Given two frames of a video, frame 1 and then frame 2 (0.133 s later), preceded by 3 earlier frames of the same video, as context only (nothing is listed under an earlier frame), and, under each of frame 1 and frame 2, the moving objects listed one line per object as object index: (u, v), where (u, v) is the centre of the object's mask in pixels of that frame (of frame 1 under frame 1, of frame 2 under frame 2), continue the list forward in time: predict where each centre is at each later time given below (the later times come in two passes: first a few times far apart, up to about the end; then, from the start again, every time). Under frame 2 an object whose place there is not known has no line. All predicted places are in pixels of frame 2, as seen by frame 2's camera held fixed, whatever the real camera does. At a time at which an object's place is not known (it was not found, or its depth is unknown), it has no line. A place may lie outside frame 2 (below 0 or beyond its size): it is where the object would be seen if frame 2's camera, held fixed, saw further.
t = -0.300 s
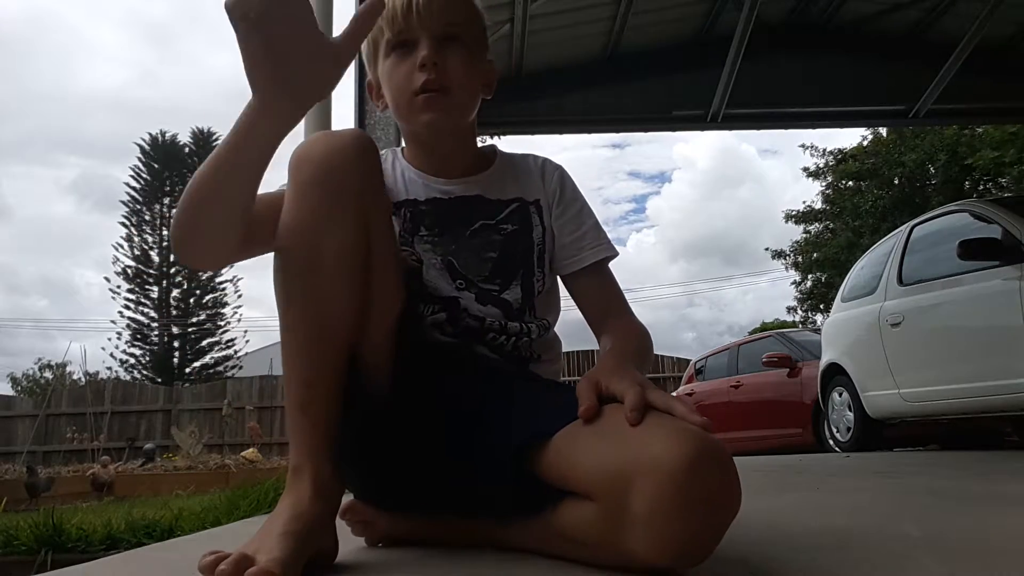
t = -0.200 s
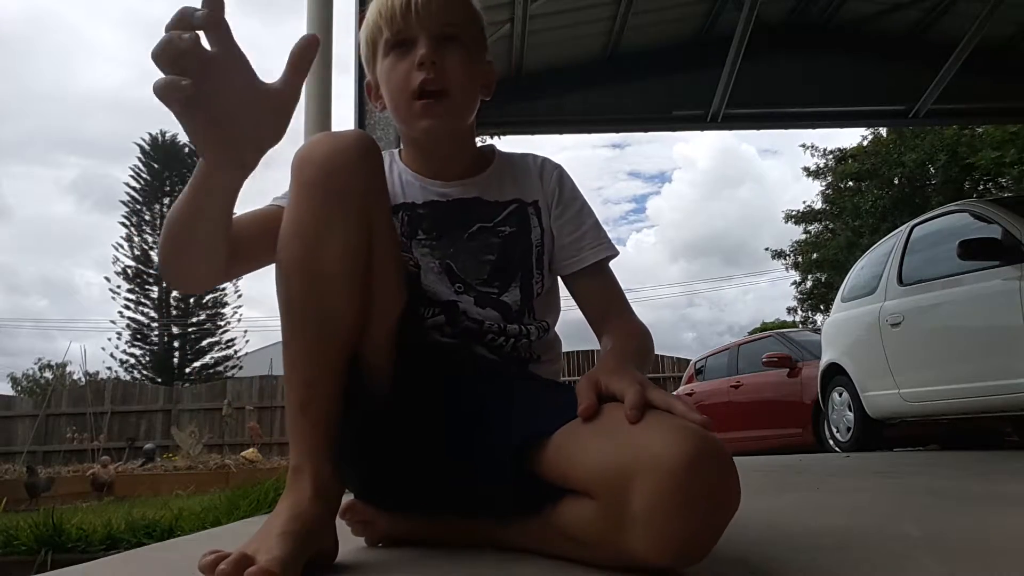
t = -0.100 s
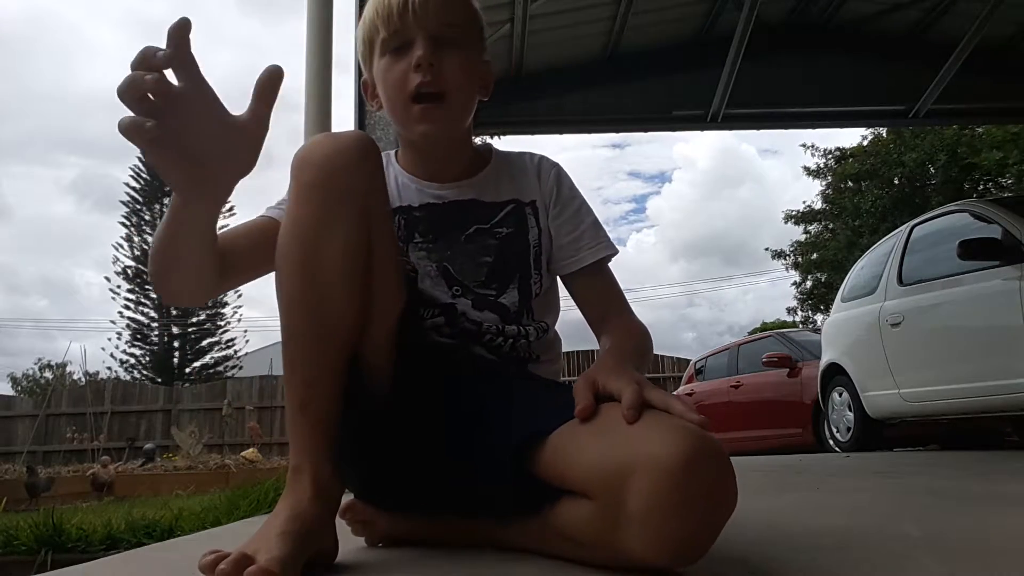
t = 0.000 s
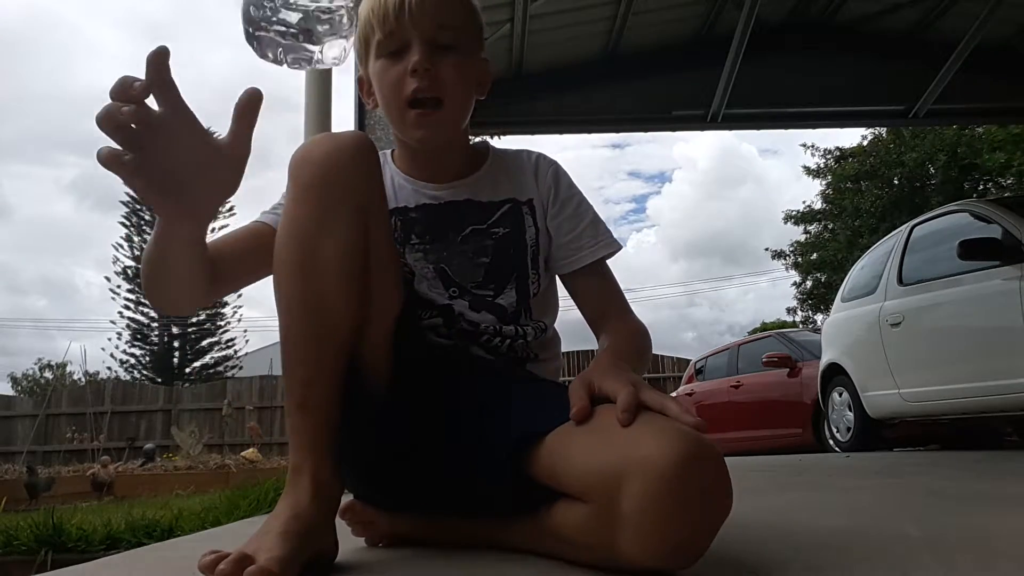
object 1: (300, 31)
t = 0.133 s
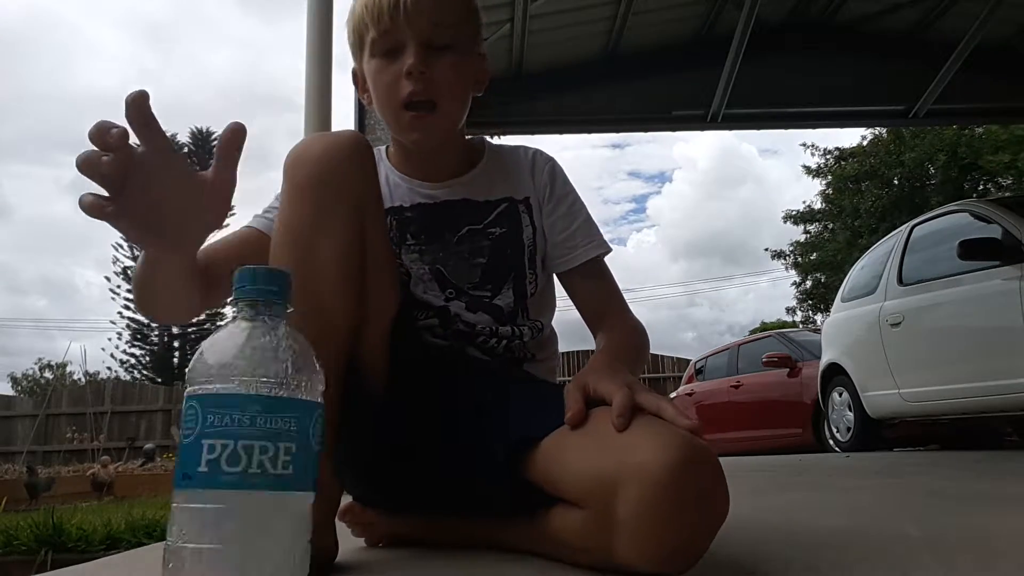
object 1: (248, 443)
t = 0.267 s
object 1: (247, 451)
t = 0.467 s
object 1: (255, 461)
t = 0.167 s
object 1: (242, 445)
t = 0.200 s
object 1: (243, 446)
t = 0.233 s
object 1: (244, 448)
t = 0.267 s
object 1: (247, 451)
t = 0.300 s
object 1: (248, 452)
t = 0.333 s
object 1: (249, 454)
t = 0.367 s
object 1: (250, 456)
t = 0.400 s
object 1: (253, 459)
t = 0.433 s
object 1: (254, 460)
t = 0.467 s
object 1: (255, 461)
